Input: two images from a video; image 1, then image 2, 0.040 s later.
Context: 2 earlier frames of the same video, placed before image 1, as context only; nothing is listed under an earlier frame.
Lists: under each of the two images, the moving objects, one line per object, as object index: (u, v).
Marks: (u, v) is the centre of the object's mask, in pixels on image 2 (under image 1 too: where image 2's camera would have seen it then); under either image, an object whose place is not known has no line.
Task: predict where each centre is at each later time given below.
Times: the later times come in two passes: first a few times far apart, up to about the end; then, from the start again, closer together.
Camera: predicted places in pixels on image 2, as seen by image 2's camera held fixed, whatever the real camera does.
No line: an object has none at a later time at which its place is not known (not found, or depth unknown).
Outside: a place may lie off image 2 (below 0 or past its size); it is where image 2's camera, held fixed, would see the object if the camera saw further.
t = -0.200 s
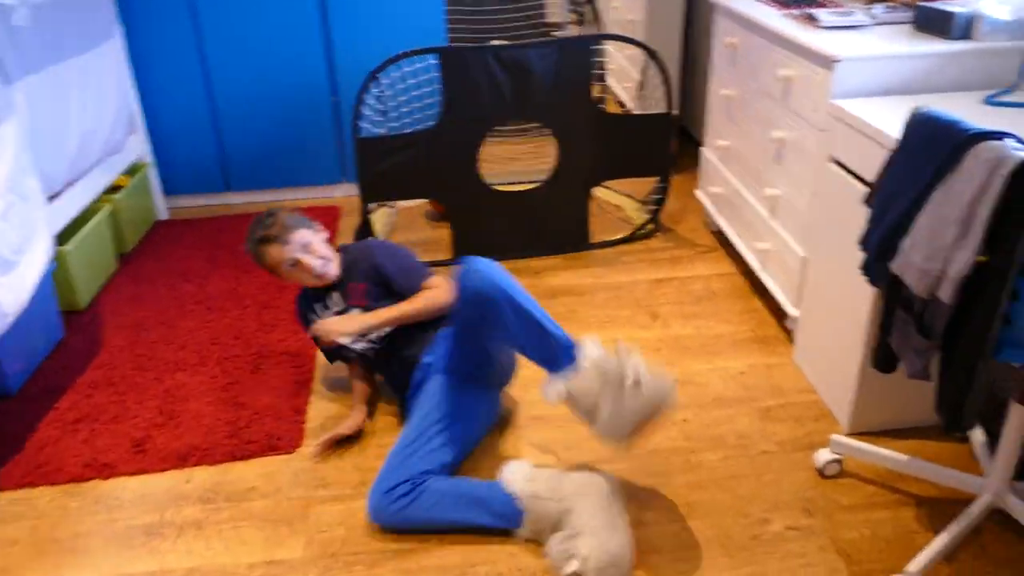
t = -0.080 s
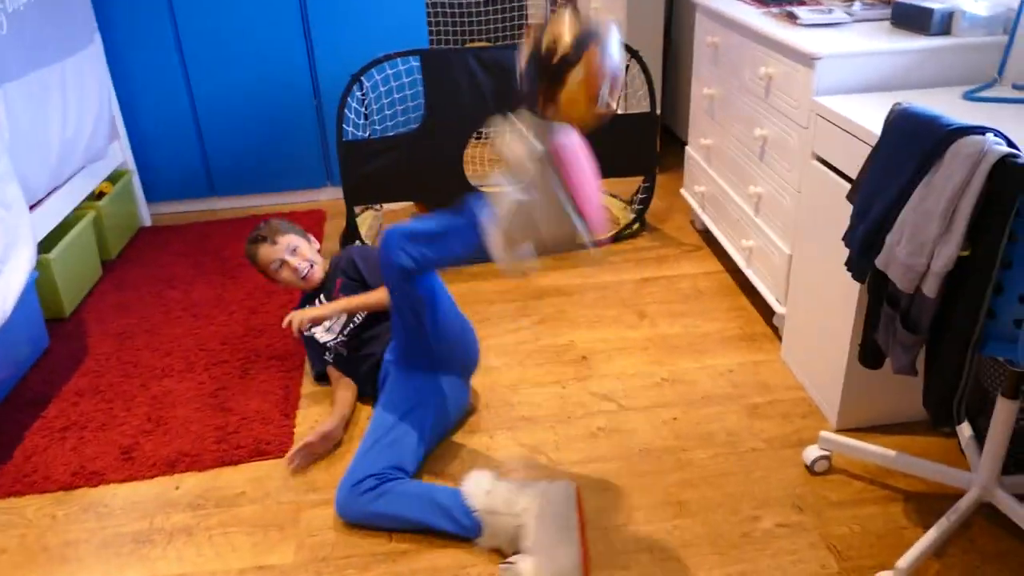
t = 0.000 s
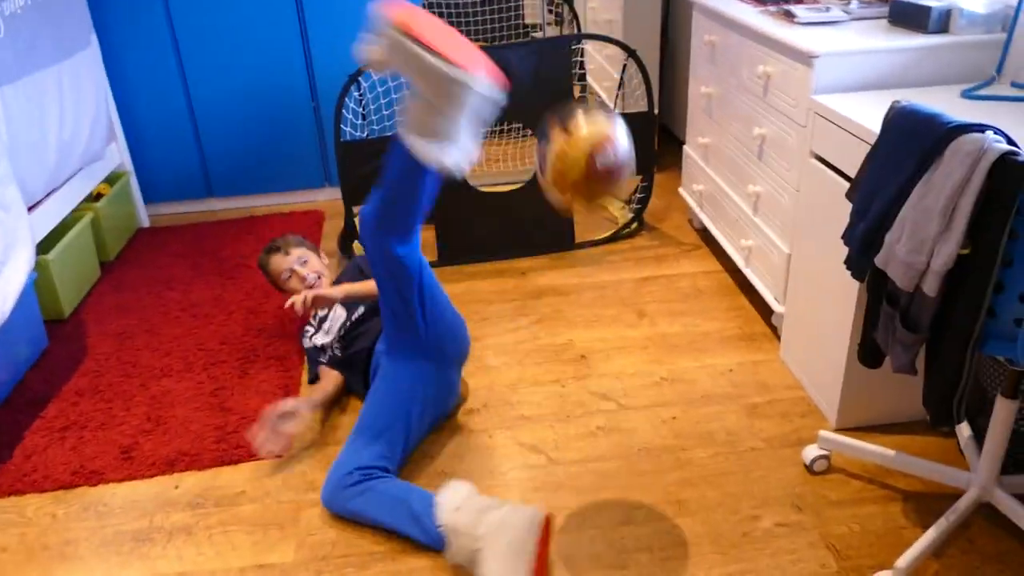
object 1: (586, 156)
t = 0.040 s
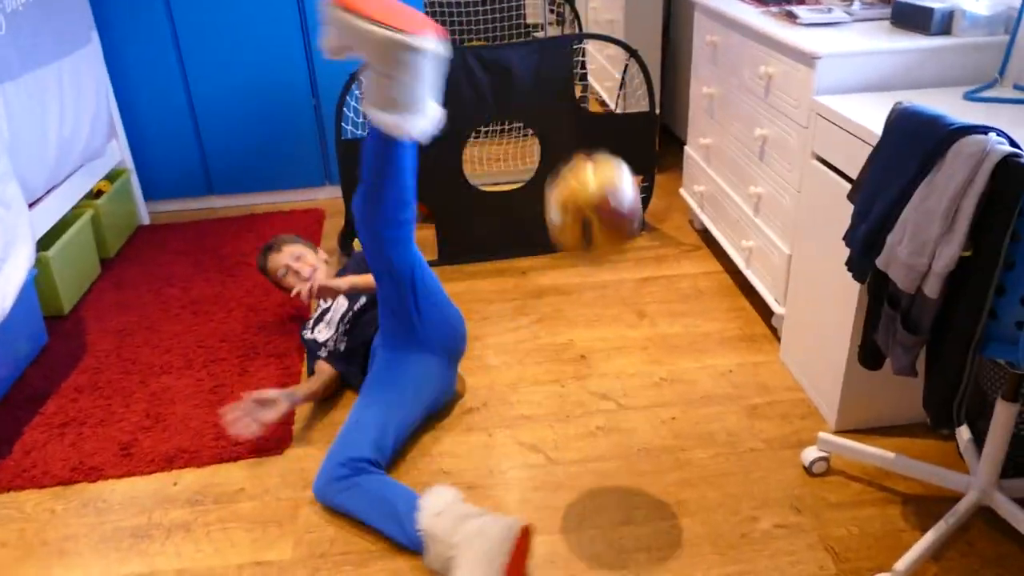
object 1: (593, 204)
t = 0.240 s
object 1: (620, 412)
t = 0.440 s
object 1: (674, 235)
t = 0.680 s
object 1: (721, 228)
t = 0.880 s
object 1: (743, 333)
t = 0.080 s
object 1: (597, 256)
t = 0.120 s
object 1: (602, 316)
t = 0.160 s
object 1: (607, 378)
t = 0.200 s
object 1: (610, 445)
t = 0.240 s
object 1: (620, 412)
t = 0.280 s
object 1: (631, 368)
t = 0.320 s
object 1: (642, 327)
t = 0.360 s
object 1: (654, 290)
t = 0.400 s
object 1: (665, 259)
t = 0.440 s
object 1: (674, 235)
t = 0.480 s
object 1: (683, 220)
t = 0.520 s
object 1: (694, 209)
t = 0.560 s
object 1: (702, 206)
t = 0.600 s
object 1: (709, 209)
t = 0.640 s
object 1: (715, 216)
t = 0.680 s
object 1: (721, 228)
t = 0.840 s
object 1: (736, 332)
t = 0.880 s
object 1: (743, 333)
